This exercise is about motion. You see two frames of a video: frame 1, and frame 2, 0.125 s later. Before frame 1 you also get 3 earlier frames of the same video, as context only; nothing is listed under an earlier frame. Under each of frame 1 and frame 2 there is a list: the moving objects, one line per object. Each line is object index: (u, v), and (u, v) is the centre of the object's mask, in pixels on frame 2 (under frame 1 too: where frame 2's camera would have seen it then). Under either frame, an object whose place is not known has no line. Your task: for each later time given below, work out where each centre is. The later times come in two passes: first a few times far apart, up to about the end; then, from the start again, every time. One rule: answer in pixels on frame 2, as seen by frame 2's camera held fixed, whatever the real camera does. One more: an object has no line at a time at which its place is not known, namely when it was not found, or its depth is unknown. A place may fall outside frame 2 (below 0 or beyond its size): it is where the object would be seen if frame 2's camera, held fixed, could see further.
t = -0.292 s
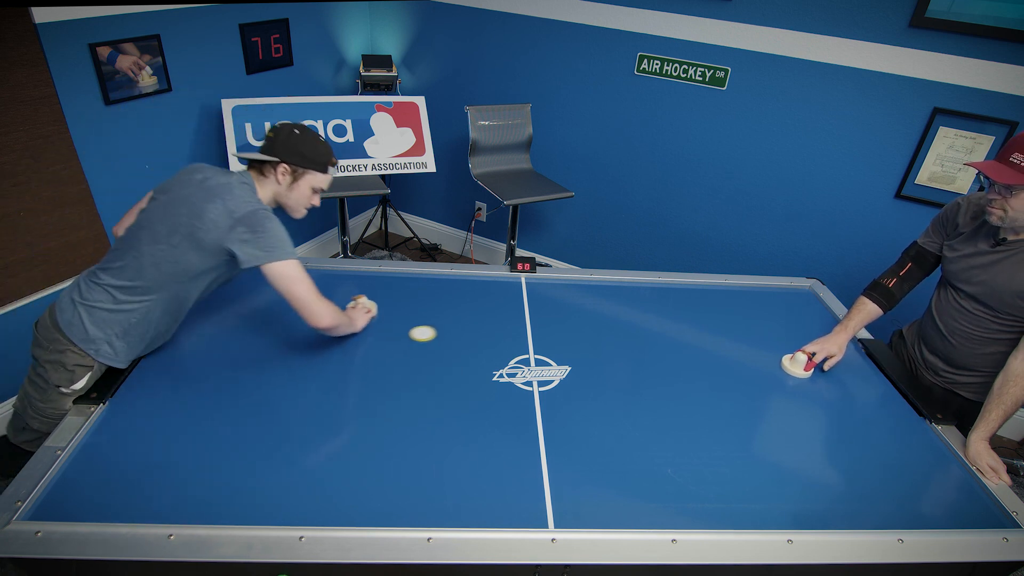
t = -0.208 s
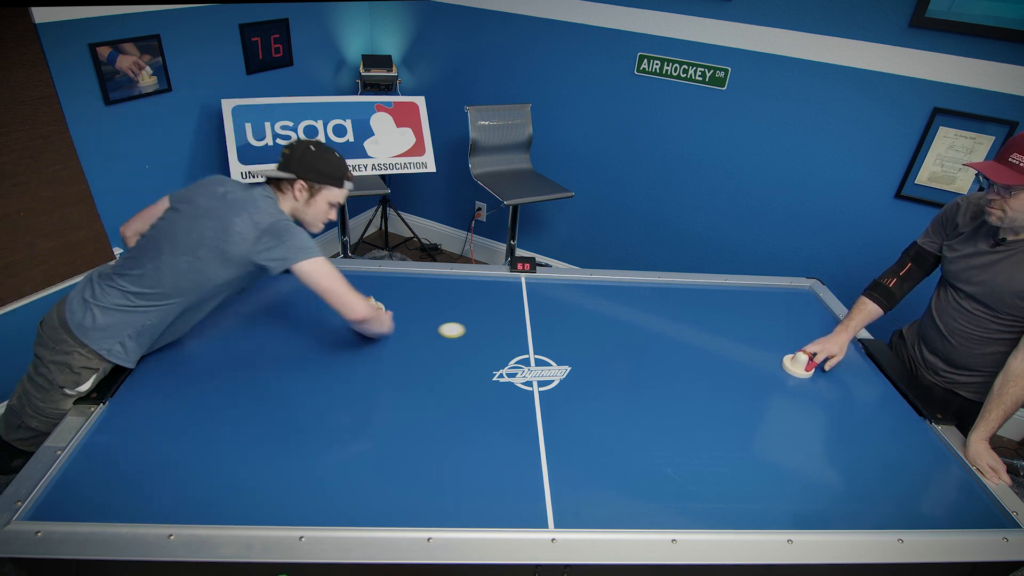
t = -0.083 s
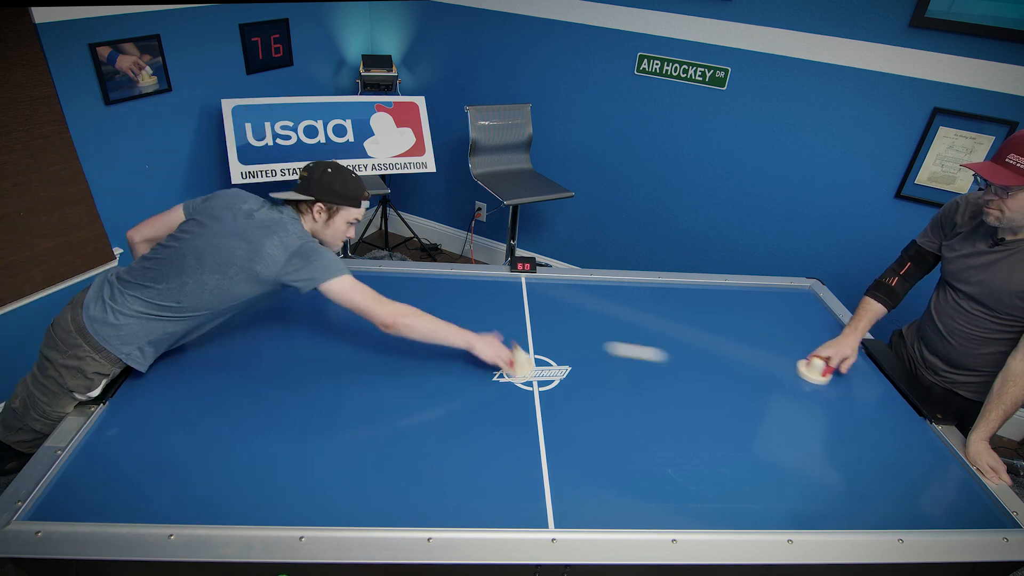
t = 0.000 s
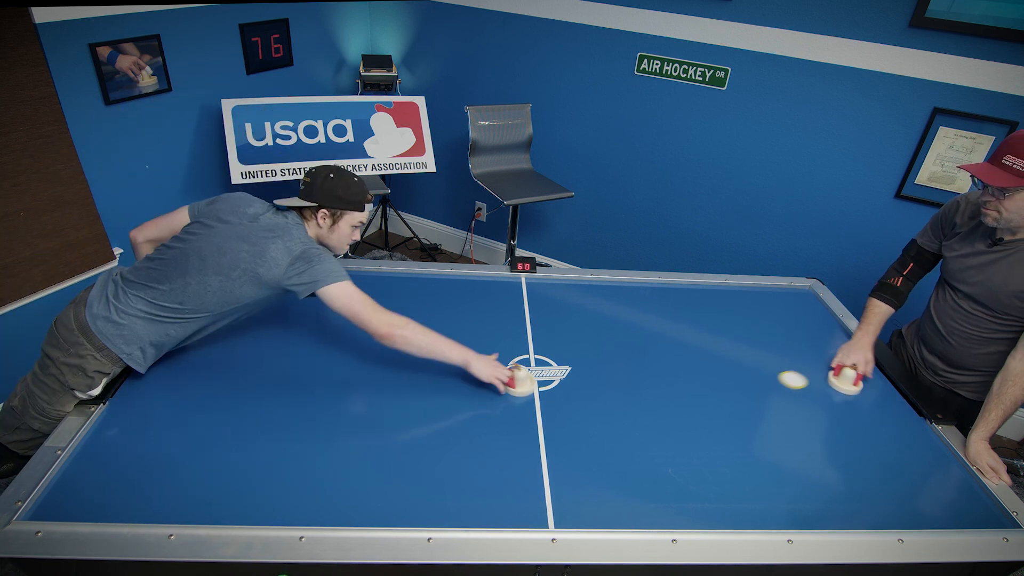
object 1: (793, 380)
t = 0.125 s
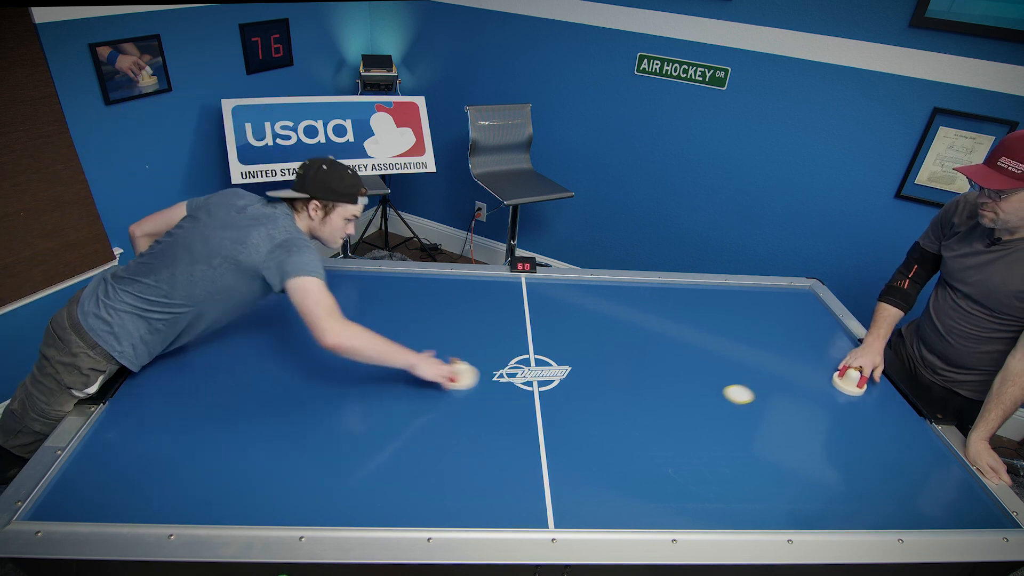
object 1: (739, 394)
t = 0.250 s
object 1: (679, 409)
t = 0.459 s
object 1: (568, 437)
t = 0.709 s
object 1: (410, 474)
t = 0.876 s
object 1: (287, 503)
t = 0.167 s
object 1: (719, 399)
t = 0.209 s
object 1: (700, 404)
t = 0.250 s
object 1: (679, 409)
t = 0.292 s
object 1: (658, 414)
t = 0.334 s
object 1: (637, 420)
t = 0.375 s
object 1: (614, 425)
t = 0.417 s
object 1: (592, 431)
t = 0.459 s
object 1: (568, 437)
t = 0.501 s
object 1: (544, 443)
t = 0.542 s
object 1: (518, 449)
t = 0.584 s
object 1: (492, 455)
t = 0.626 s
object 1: (466, 461)
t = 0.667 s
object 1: (438, 468)
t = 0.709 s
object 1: (410, 474)
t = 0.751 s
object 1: (381, 481)
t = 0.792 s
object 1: (350, 488)
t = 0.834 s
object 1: (319, 495)
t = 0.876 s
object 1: (287, 503)
